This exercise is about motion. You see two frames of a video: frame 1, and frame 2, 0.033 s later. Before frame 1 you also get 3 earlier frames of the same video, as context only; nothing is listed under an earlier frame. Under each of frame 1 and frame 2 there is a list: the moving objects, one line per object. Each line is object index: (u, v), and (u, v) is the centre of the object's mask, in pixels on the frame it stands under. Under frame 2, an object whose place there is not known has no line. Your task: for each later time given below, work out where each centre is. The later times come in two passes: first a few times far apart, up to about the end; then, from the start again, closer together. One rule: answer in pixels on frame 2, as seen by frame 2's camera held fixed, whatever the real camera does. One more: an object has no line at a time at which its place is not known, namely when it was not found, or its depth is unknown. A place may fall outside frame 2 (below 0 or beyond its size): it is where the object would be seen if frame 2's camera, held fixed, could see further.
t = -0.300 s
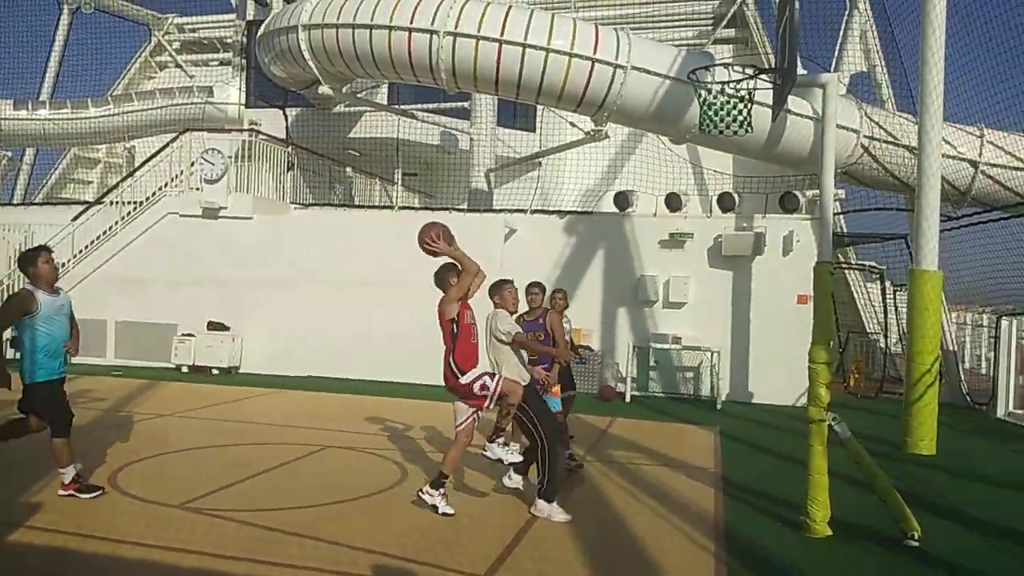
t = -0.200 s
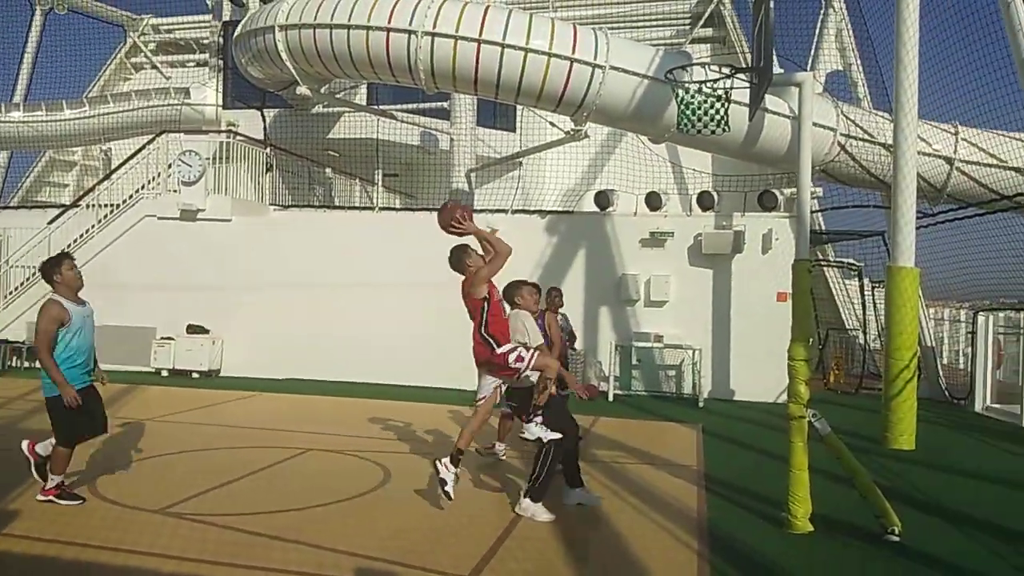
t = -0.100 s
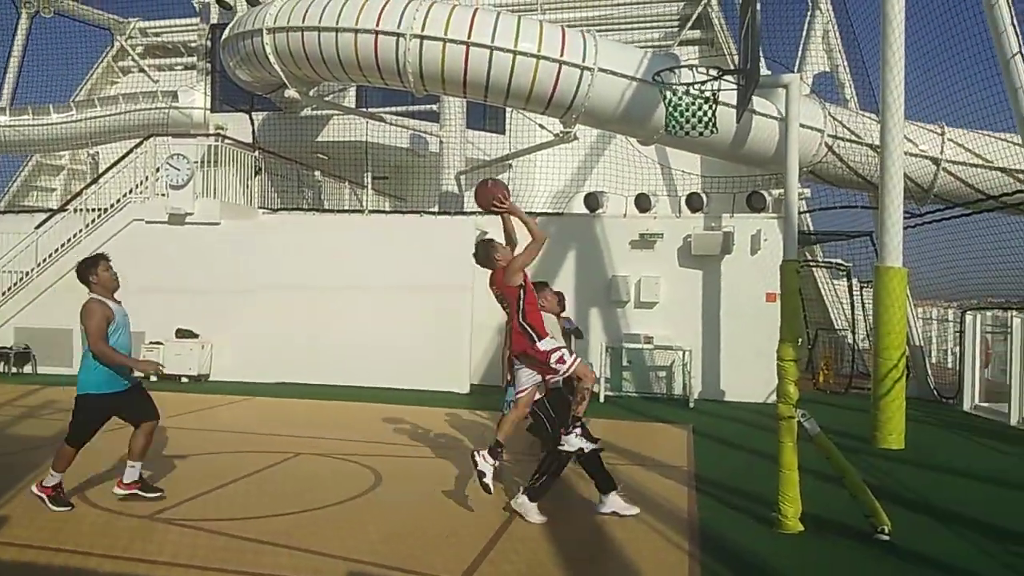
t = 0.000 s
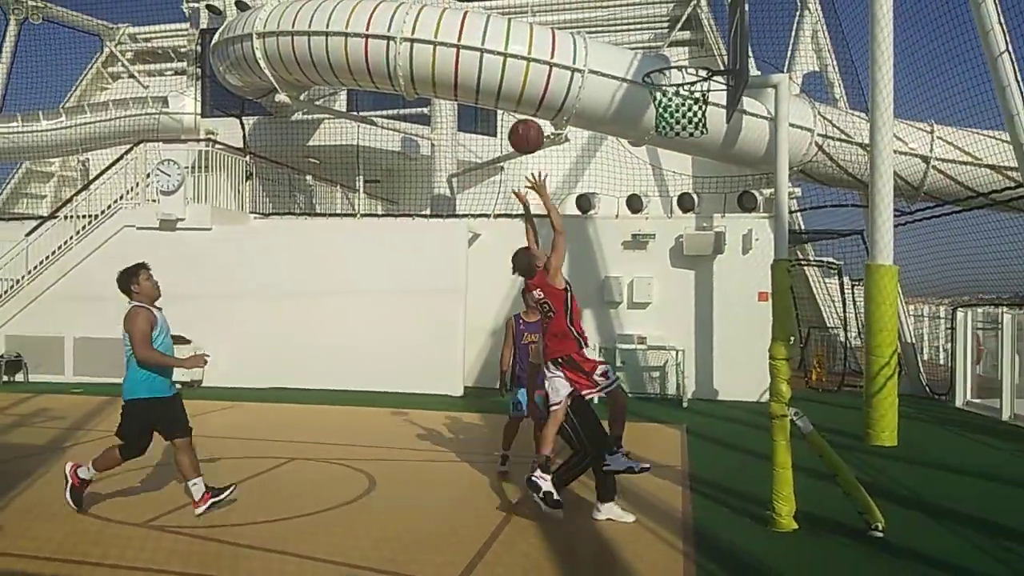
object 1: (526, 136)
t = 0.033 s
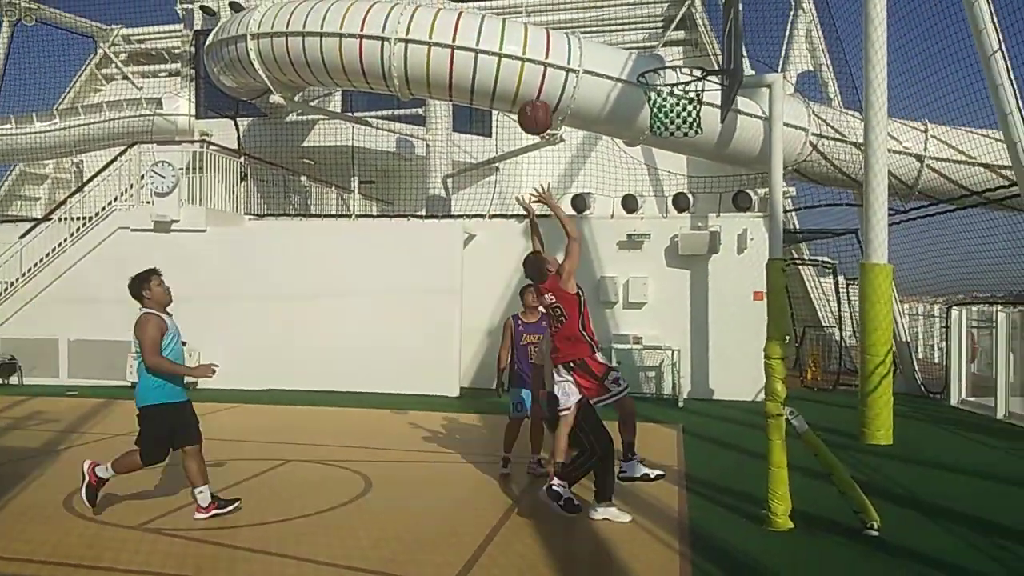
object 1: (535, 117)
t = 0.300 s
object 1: (647, 20)
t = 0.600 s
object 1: (670, 40)
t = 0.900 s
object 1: (633, 29)
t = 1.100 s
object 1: (621, 51)
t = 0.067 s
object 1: (549, 99)
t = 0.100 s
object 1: (563, 83)
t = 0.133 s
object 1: (577, 69)
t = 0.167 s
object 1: (591, 55)
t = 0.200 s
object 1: (606, 44)
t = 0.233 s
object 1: (620, 34)
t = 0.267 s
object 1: (633, 27)
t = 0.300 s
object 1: (647, 20)
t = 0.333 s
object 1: (661, 15)
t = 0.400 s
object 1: (687, 12)
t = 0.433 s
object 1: (701, 12)
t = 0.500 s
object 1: (702, 17)
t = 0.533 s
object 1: (691, 23)
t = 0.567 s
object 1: (680, 30)
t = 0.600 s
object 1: (670, 40)
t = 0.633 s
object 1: (660, 50)
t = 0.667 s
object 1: (650, 63)
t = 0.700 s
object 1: (645, 62)
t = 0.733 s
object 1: (643, 52)
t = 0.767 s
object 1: (642, 45)
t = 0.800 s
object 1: (640, 39)
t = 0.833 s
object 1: (638, 34)
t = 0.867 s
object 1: (635, 31)
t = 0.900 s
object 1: (633, 29)
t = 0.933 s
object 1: (632, 29)
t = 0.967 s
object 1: (630, 31)
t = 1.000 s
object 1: (627, 33)
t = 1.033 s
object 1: (625, 38)
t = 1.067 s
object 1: (623, 43)
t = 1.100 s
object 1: (621, 51)
